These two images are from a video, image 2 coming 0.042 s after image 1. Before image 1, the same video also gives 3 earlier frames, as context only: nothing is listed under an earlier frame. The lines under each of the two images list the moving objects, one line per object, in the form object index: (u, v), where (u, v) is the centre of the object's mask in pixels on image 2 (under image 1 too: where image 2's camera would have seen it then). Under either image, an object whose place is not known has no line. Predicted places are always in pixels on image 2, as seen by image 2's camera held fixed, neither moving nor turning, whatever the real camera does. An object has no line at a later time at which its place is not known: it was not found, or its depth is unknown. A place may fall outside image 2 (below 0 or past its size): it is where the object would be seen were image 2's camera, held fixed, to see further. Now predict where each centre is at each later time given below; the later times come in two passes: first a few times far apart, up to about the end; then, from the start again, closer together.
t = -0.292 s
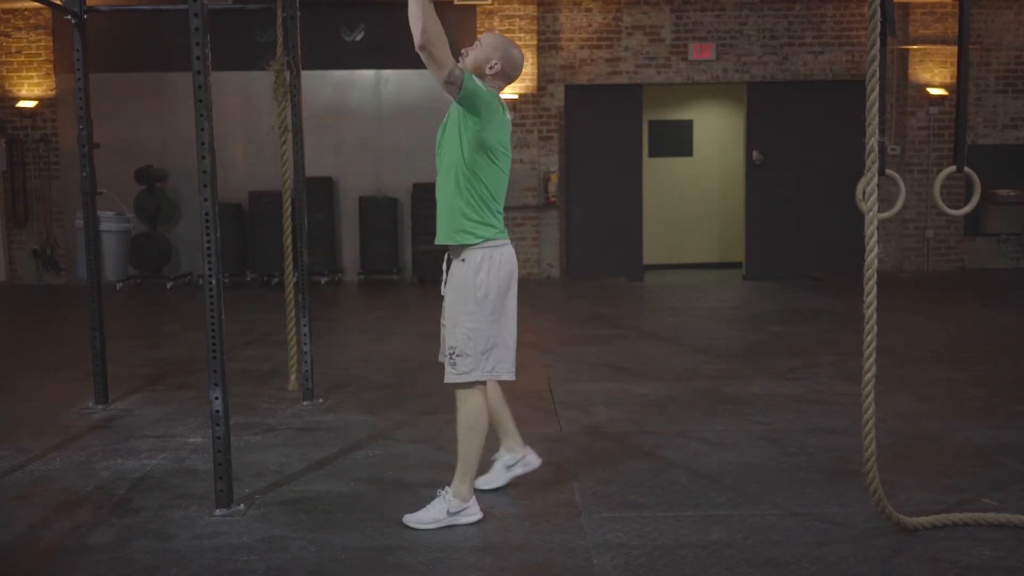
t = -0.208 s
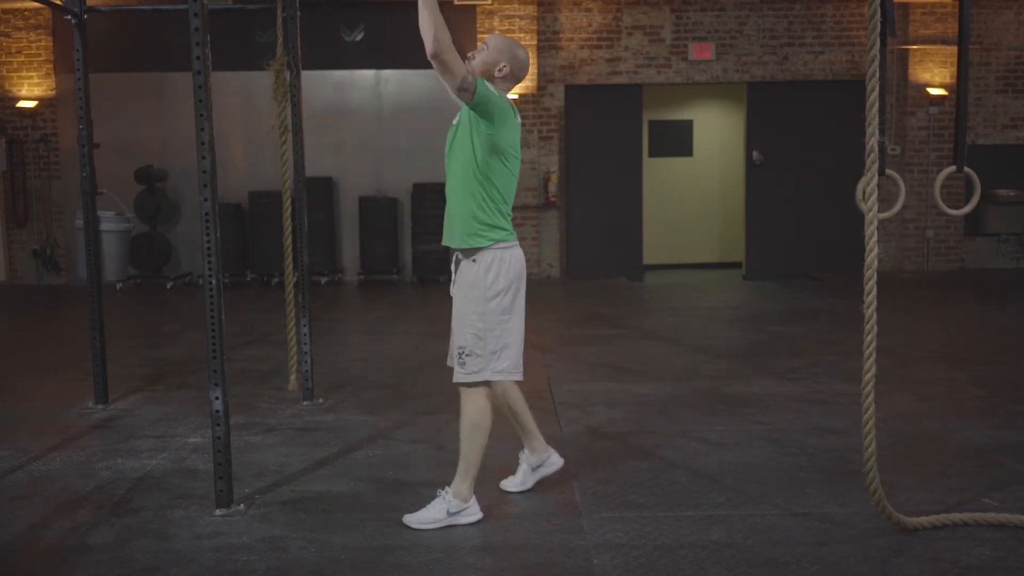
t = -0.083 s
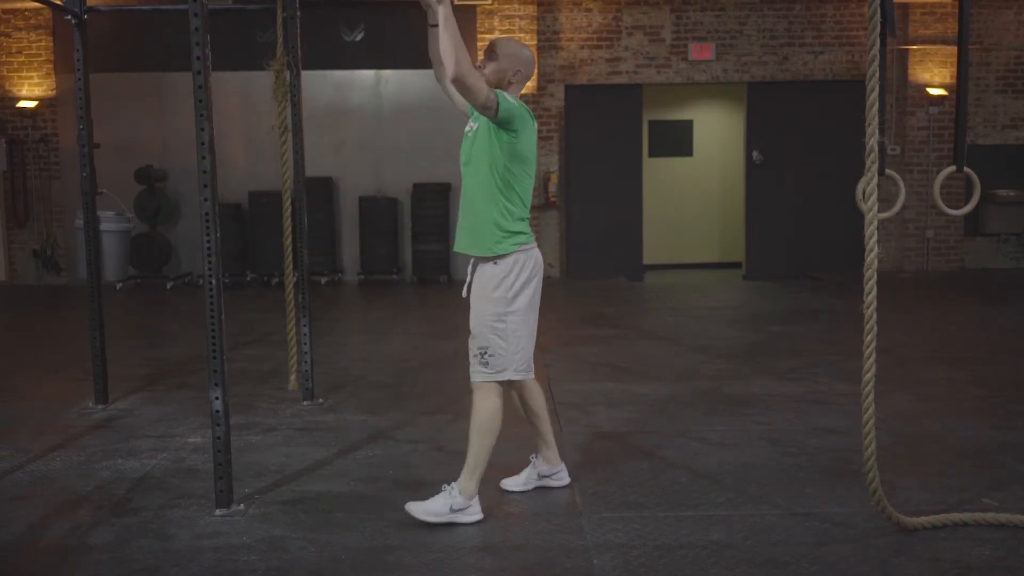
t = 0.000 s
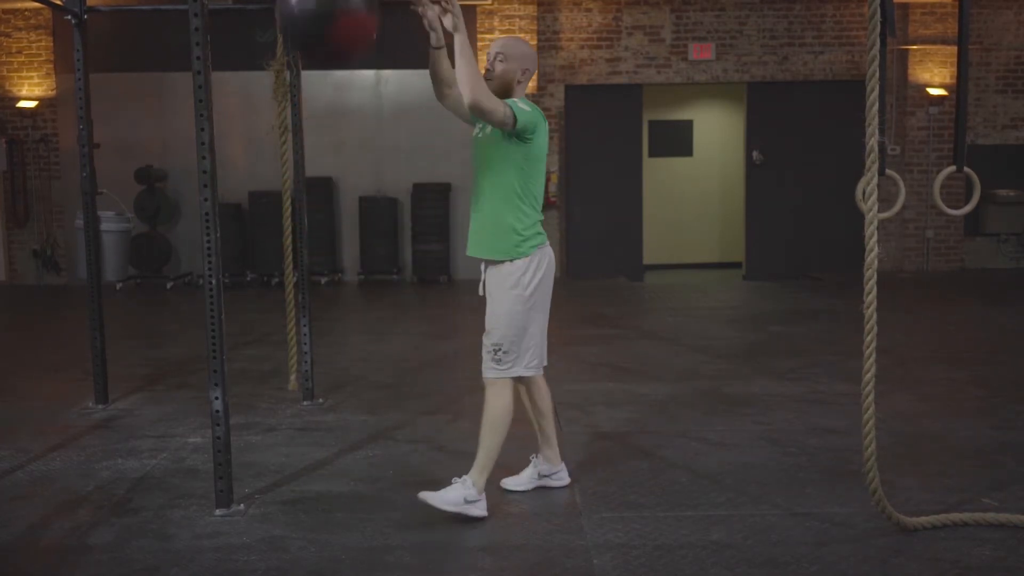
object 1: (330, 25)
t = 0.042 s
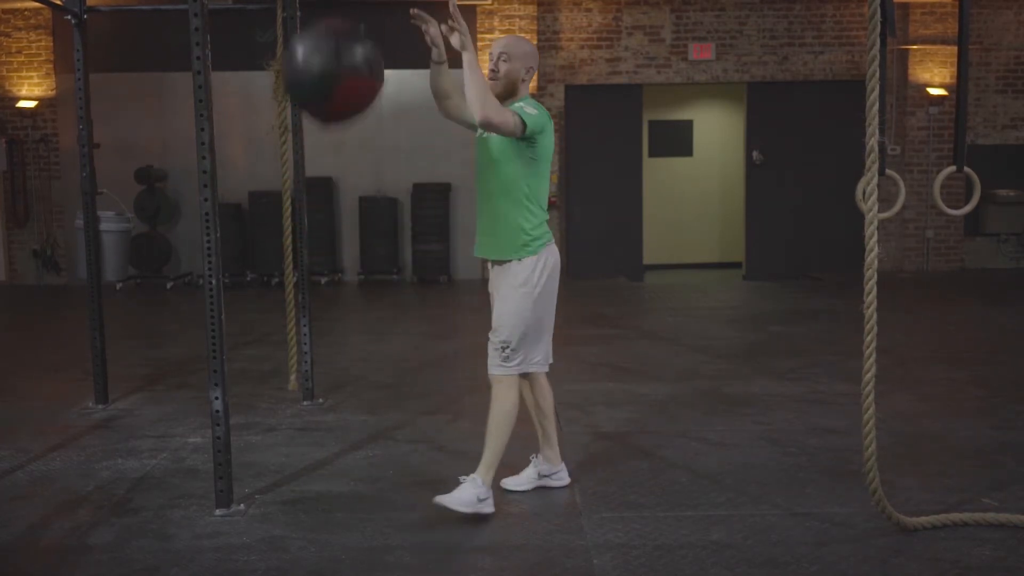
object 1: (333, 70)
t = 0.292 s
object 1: (366, 471)
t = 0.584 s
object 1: (397, 313)
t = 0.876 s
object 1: (436, 369)
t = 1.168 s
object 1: (466, 429)
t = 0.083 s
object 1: (339, 135)
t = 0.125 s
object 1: (344, 206)
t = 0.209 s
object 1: (356, 352)
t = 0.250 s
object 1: (362, 433)
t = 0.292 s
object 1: (366, 471)
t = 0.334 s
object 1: (370, 435)
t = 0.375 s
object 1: (375, 406)
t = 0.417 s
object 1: (379, 379)
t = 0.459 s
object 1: (384, 356)
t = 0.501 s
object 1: (388, 337)
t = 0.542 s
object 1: (392, 323)
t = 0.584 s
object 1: (397, 313)
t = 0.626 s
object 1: (402, 307)
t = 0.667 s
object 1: (407, 306)
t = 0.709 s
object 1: (413, 310)
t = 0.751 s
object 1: (418, 317)
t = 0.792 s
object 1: (424, 330)
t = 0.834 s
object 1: (430, 347)
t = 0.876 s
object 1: (436, 369)
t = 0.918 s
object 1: (441, 395)
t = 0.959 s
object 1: (447, 426)
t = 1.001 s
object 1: (453, 462)
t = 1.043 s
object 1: (457, 467)
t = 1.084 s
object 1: (459, 451)
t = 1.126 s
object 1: (462, 438)
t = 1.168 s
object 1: (466, 429)
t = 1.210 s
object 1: (469, 425)
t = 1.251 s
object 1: (472, 425)
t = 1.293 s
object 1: (476, 430)
